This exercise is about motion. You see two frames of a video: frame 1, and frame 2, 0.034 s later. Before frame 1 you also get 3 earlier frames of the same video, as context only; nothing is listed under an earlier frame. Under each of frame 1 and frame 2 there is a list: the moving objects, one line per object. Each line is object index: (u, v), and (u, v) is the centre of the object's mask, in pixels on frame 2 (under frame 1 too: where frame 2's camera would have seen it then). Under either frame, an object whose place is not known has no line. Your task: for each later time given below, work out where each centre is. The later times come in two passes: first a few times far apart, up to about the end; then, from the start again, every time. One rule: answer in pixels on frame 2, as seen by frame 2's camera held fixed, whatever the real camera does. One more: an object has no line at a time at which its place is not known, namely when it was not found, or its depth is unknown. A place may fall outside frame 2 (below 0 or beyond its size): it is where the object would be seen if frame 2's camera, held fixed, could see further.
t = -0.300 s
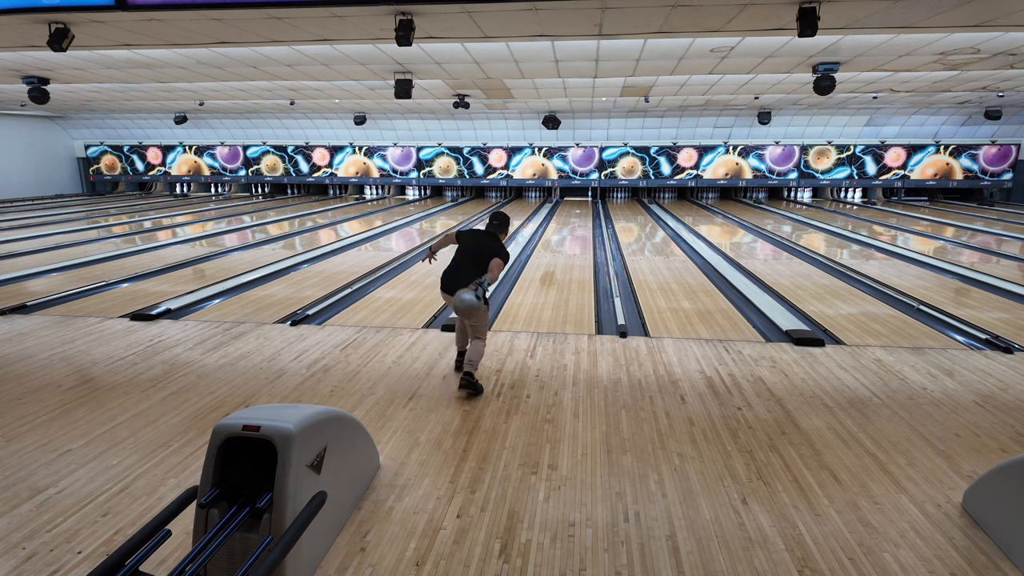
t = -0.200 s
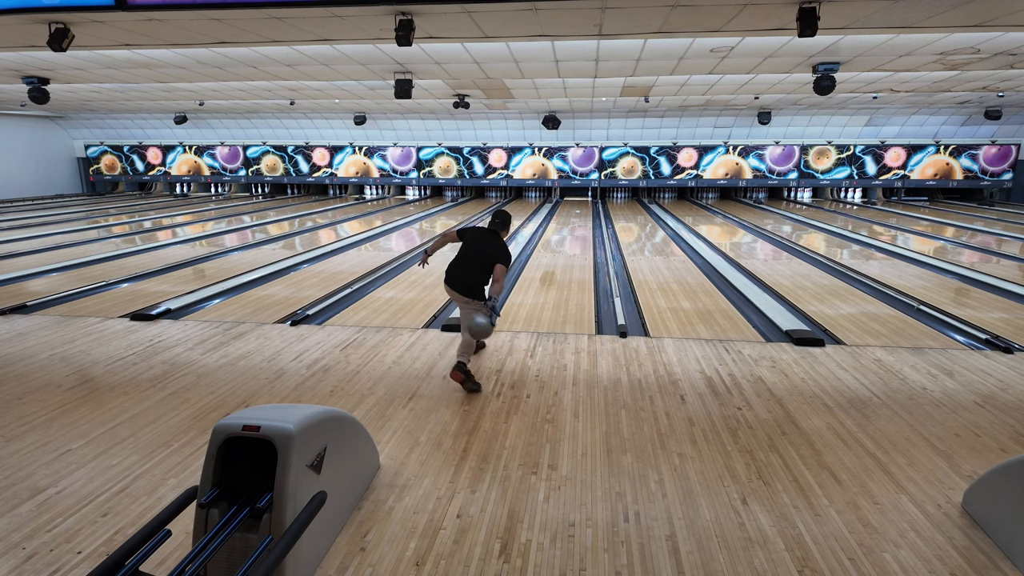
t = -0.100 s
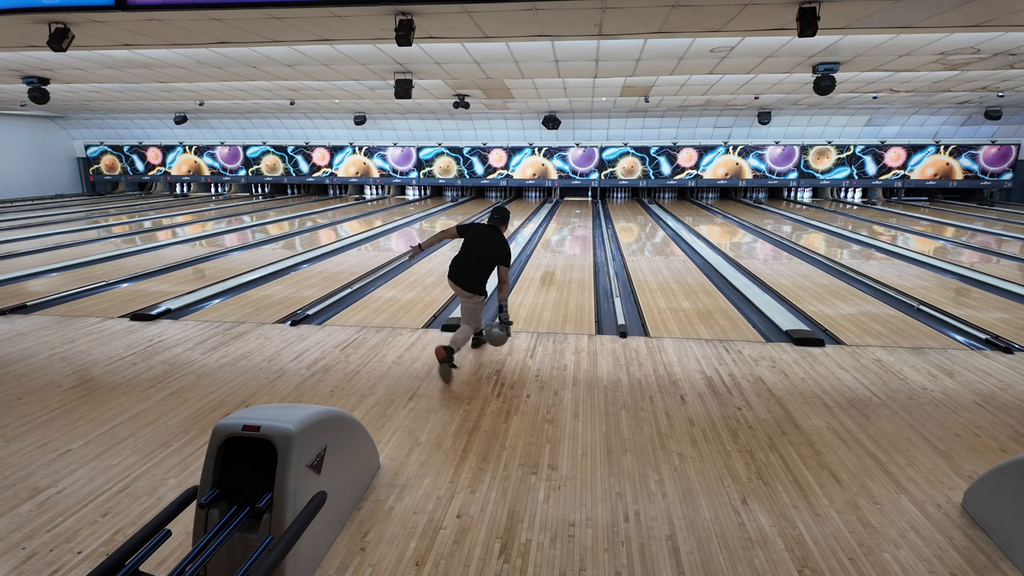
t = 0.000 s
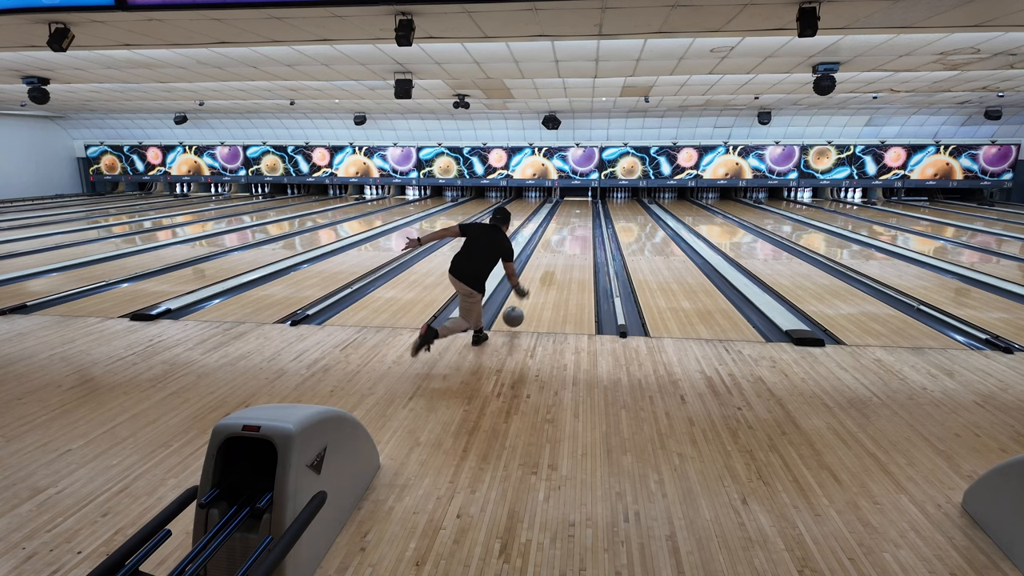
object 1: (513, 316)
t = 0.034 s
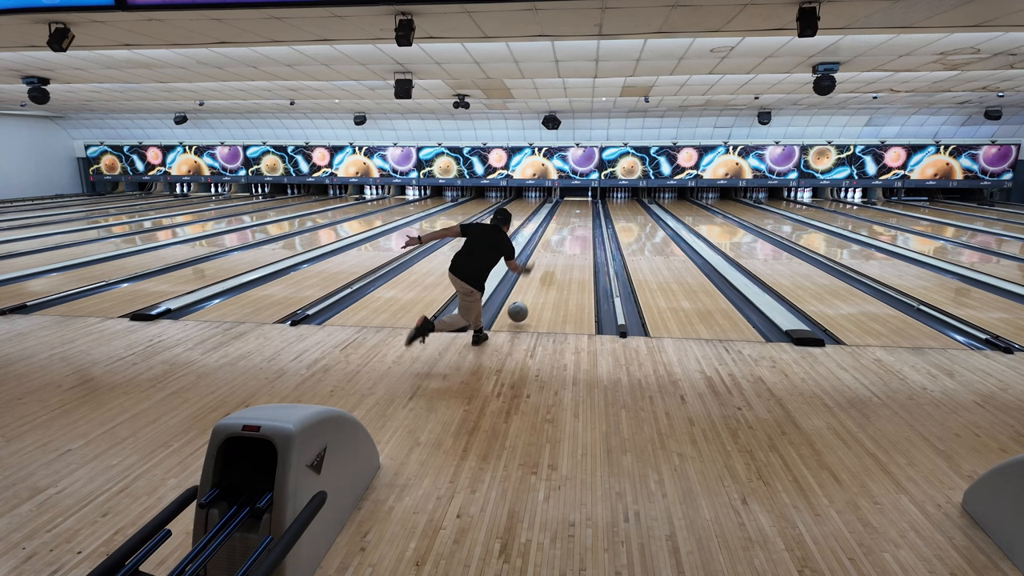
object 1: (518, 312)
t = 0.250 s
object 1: (541, 282)
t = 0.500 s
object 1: (556, 255)
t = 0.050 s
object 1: (520, 310)
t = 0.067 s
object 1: (522, 308)
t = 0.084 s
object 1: (524, 305)
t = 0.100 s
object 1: (526, 302)
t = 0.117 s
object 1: (528, 300)
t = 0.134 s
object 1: (530, 297)
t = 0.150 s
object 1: (531, 294)
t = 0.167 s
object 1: (533, 292)
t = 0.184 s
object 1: (535, 290)
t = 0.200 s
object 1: (538, 290)
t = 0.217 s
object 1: (538, 287)
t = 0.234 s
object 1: (539, 284)
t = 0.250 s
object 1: (541, 282)
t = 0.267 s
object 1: (542, 279)
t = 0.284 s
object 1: (543, 276)
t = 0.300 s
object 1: (544, 274)
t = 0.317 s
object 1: (545, 272)
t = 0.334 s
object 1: (547, 271)
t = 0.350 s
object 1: (548, 269)
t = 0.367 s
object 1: (549, 267)
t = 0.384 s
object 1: (550, 265)
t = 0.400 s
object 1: (551, 263)
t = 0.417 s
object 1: (552, 262)
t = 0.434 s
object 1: (553, 260)
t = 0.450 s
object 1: (554, 259)
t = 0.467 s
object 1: (555, 257)
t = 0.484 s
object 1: (556, 256)
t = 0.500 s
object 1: (556, 255)
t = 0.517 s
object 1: (557, 253)
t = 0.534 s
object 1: (558, 252)
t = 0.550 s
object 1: (559, 251)
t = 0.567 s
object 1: (560, 250)
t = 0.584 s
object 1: (561, 249)
